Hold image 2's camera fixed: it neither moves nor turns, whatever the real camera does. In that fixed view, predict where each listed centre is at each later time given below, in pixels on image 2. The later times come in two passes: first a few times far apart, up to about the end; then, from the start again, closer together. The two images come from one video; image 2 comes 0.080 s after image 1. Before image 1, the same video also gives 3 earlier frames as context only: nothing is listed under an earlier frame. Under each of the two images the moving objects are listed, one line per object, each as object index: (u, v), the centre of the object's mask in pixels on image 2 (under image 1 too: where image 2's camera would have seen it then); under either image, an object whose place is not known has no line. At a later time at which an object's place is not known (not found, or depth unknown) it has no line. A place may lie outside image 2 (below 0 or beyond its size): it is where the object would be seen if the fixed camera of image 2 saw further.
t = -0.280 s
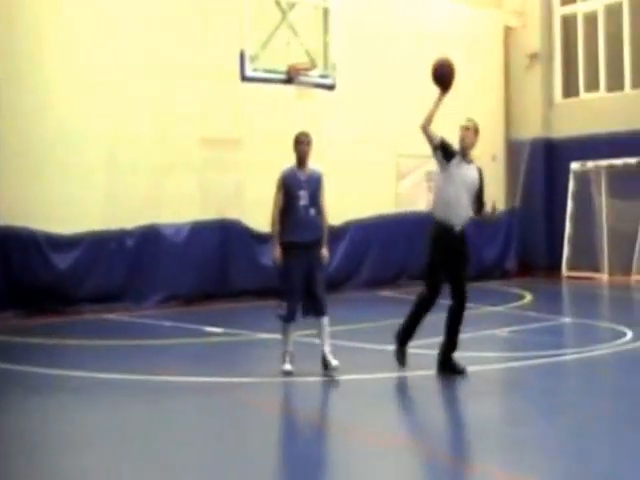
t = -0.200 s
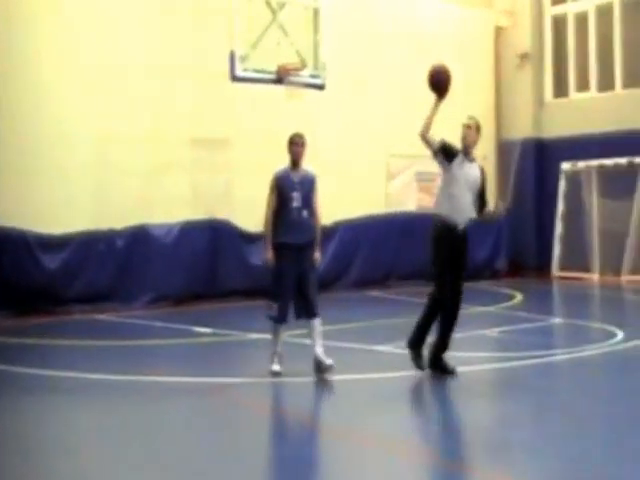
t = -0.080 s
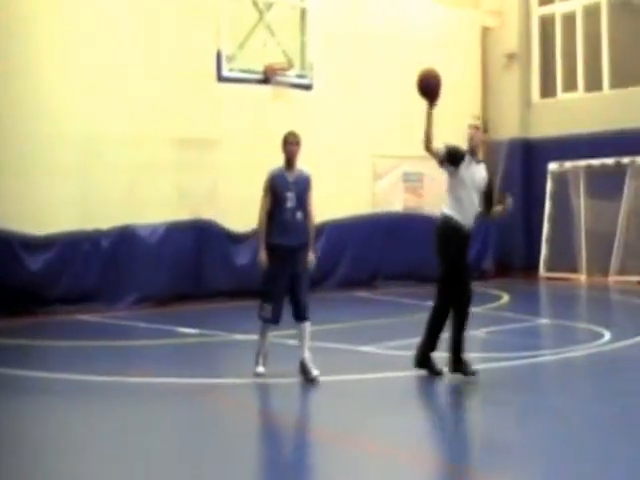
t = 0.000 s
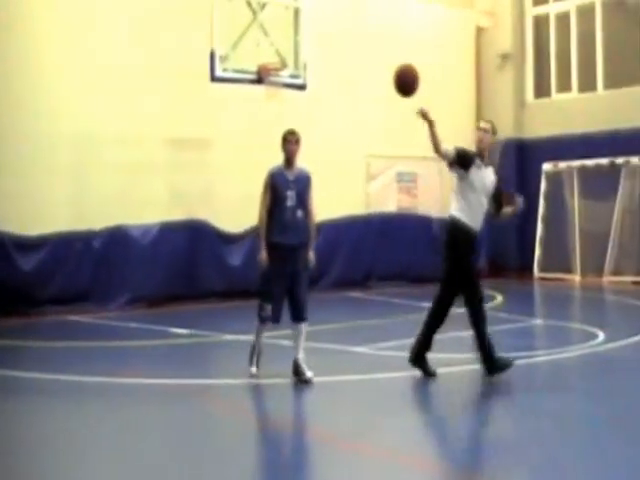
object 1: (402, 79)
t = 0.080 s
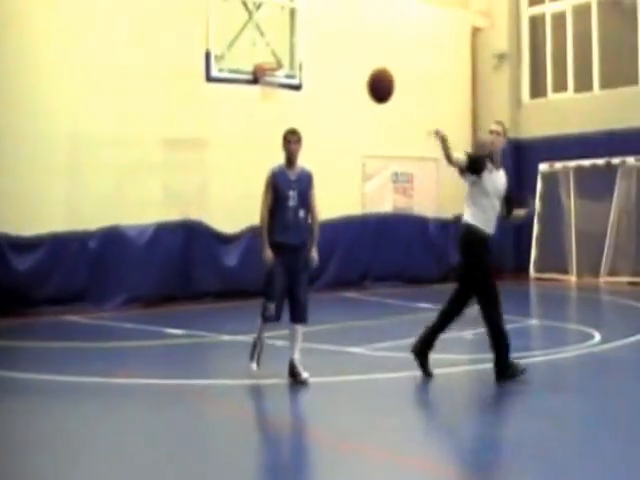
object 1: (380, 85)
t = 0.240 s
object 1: (331, 132)
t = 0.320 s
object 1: (306, 172)
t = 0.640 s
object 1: (166, 395)
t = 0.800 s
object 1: (122, 257)
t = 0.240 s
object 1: (331, 132)
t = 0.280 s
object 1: (317, 151)
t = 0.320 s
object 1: (306, 172)
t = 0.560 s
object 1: (195, 435)
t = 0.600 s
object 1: (180, 433)
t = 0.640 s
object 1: (166, 395)
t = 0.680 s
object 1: (156, 358)
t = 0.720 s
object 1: (145, 320)
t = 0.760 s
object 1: (135, 288)
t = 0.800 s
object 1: (122, 257)
